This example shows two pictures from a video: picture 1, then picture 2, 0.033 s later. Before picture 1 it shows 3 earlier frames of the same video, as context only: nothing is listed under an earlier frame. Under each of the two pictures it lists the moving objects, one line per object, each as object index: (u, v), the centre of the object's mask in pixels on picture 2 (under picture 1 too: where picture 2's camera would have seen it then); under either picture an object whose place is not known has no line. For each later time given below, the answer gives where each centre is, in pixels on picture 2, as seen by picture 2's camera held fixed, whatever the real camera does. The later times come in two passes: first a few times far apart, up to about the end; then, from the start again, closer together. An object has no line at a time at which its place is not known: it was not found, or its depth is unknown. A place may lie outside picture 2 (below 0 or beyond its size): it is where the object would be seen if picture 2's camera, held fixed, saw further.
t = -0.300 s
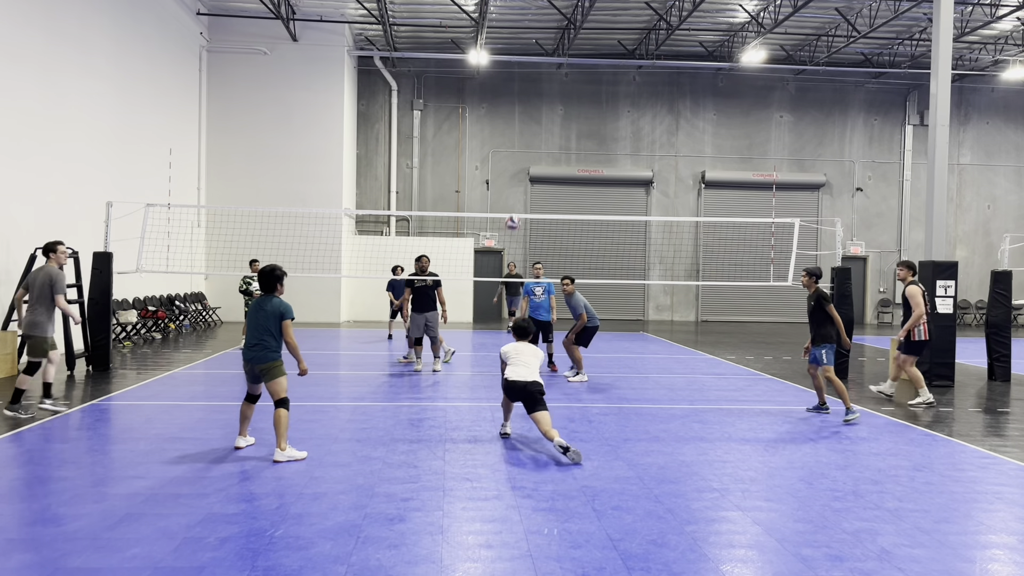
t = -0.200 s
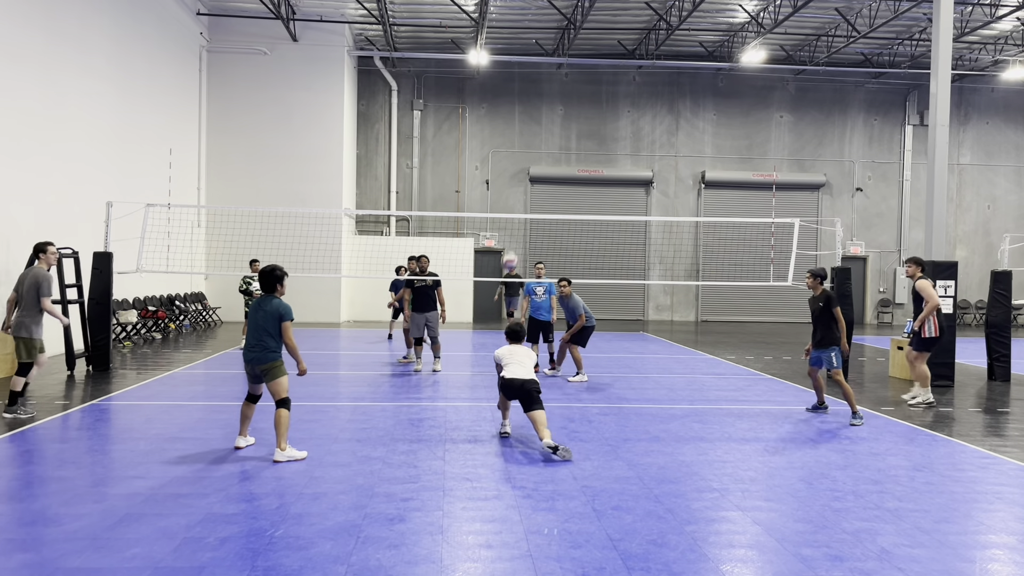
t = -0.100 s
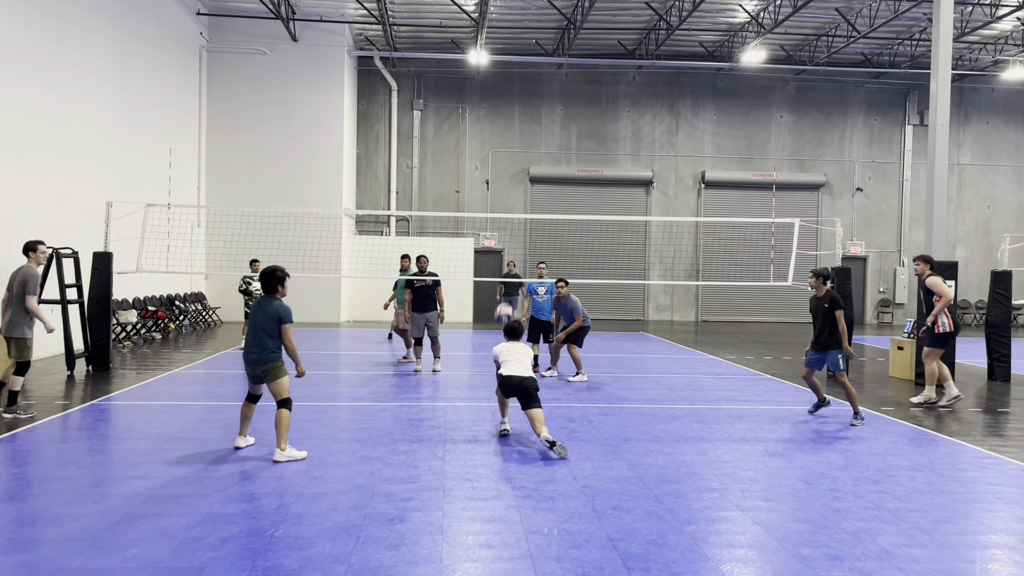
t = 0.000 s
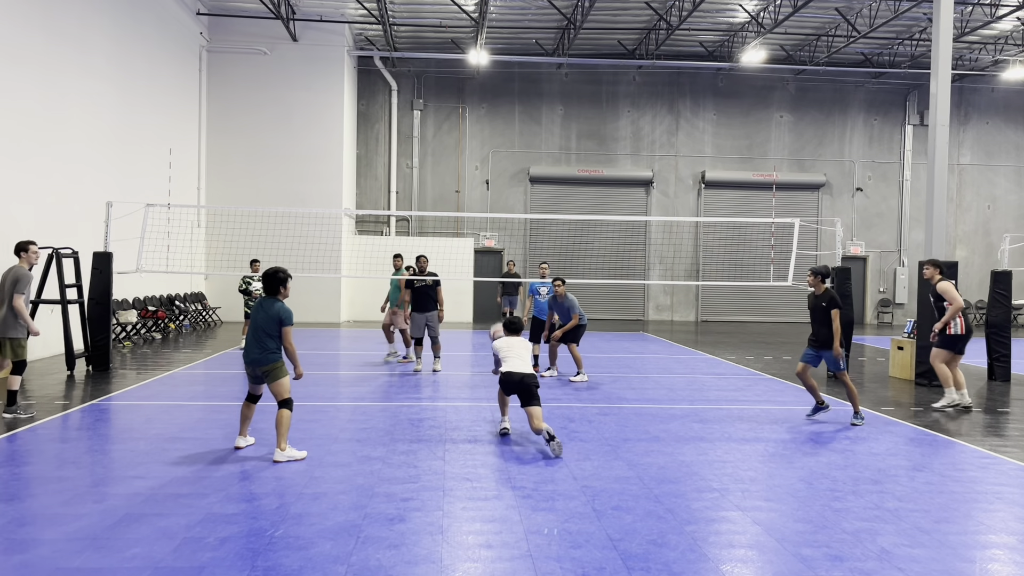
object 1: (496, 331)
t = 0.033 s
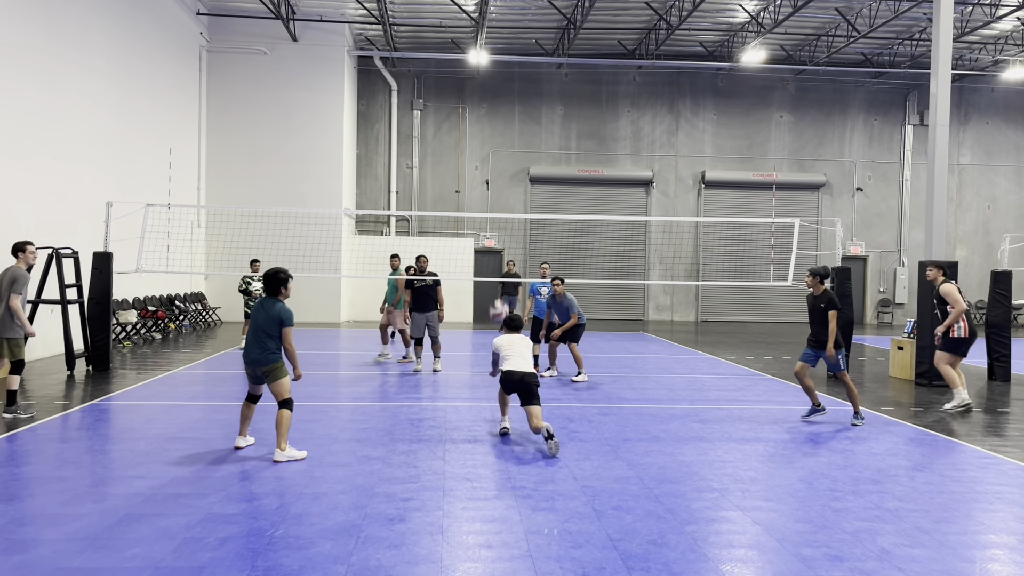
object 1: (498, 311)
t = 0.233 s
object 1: (498, 203)
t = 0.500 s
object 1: (497, 126)
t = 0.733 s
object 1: (495, 112)
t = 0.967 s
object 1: (493, 140)
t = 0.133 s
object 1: (499, 251)
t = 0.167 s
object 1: (498, 233)
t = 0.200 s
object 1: (498, 217)
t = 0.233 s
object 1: (498, 203)
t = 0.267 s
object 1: (498, 189)
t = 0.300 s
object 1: (498, 177)
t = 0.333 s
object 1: (498, 166)
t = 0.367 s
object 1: (498, 156)
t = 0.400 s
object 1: (497, 146)
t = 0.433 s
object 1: (498, 138)
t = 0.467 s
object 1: (498, 132)
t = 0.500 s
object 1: (497, 126)
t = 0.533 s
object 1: (497, 121)
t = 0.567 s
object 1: (497, 117)
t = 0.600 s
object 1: (496, 115)
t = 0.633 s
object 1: (496, 112)
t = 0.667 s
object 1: (496, 111)
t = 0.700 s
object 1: (495, 111)
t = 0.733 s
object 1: (495, 112)
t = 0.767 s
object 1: (495, 113)
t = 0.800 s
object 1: (495, 116)
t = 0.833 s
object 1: (494, 119)
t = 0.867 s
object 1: (494, 123)
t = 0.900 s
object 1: (493, 128)
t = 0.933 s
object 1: (493, 134)
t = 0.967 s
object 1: (493, 140)
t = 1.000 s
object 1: (492, 147)
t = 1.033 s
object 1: (492, 155)
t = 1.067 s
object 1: (491, 163)
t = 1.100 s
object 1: (490, 173)
